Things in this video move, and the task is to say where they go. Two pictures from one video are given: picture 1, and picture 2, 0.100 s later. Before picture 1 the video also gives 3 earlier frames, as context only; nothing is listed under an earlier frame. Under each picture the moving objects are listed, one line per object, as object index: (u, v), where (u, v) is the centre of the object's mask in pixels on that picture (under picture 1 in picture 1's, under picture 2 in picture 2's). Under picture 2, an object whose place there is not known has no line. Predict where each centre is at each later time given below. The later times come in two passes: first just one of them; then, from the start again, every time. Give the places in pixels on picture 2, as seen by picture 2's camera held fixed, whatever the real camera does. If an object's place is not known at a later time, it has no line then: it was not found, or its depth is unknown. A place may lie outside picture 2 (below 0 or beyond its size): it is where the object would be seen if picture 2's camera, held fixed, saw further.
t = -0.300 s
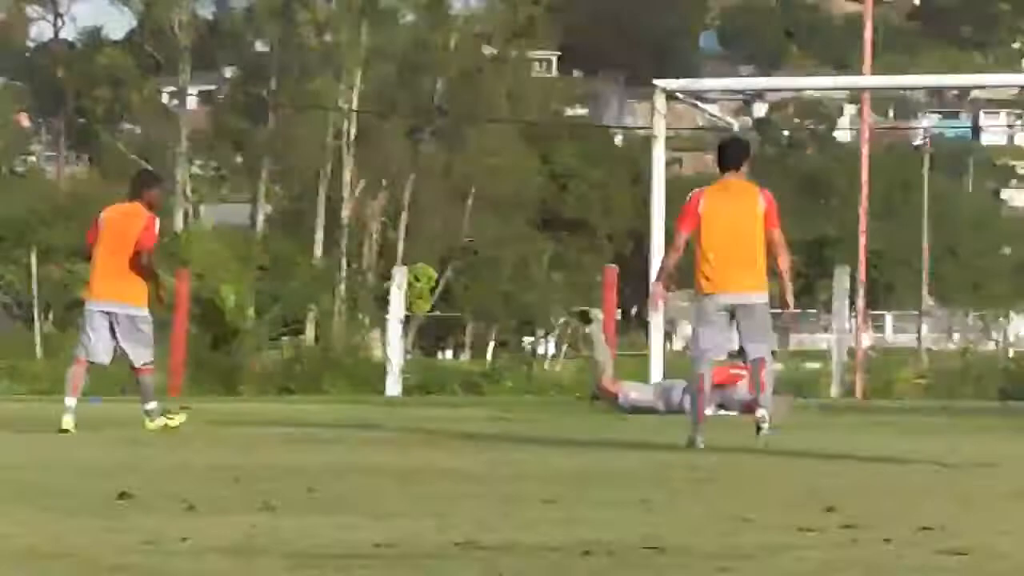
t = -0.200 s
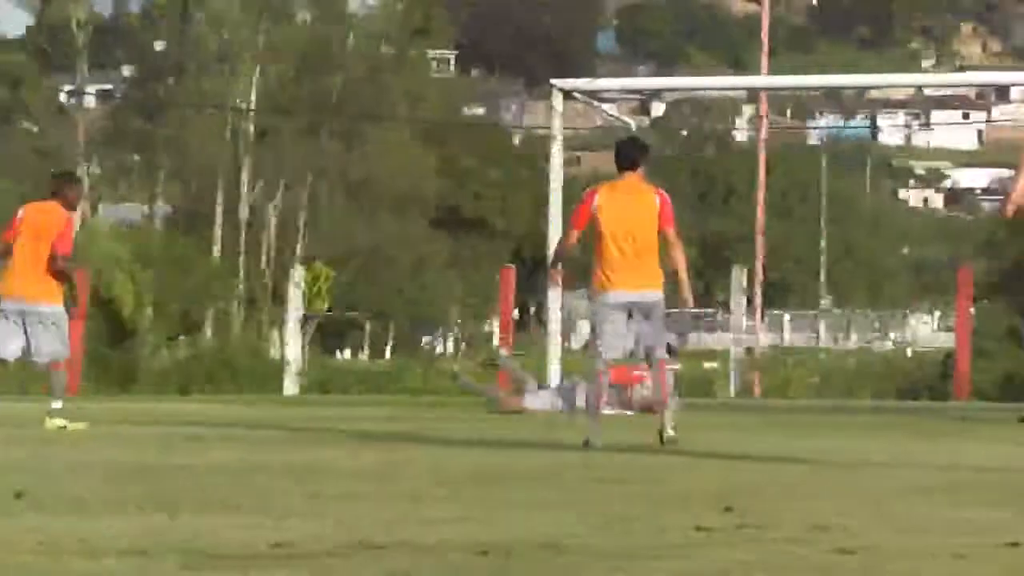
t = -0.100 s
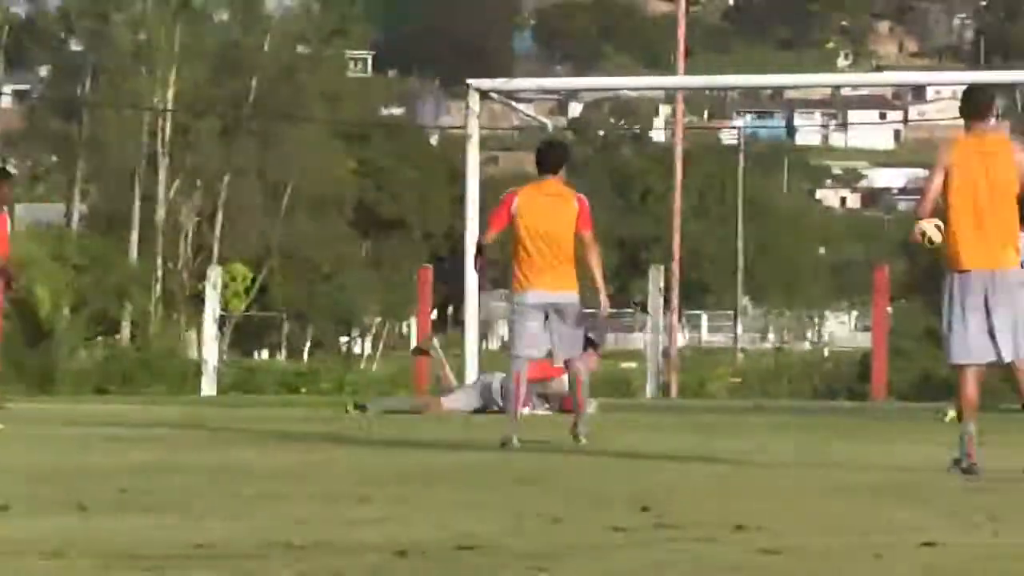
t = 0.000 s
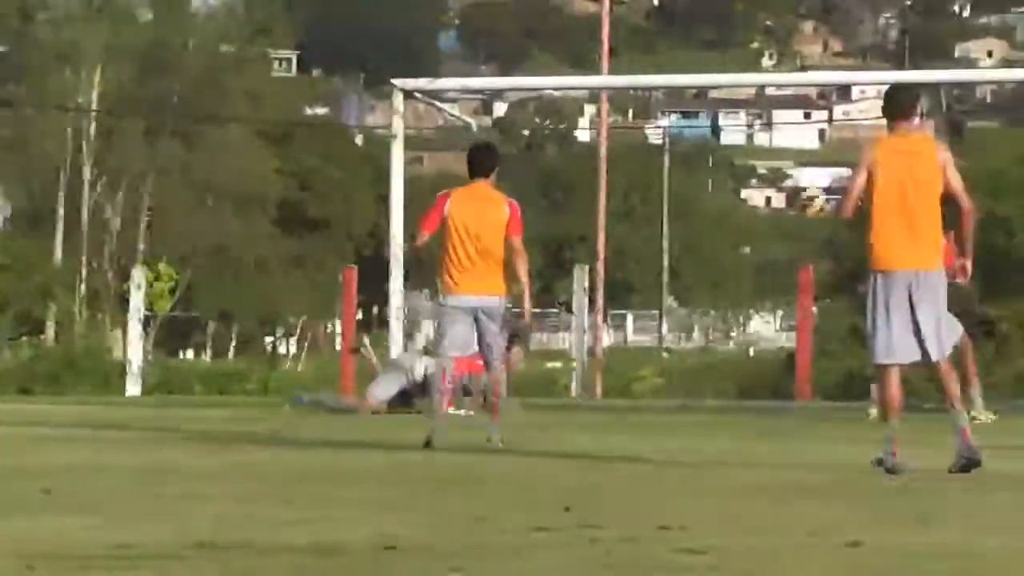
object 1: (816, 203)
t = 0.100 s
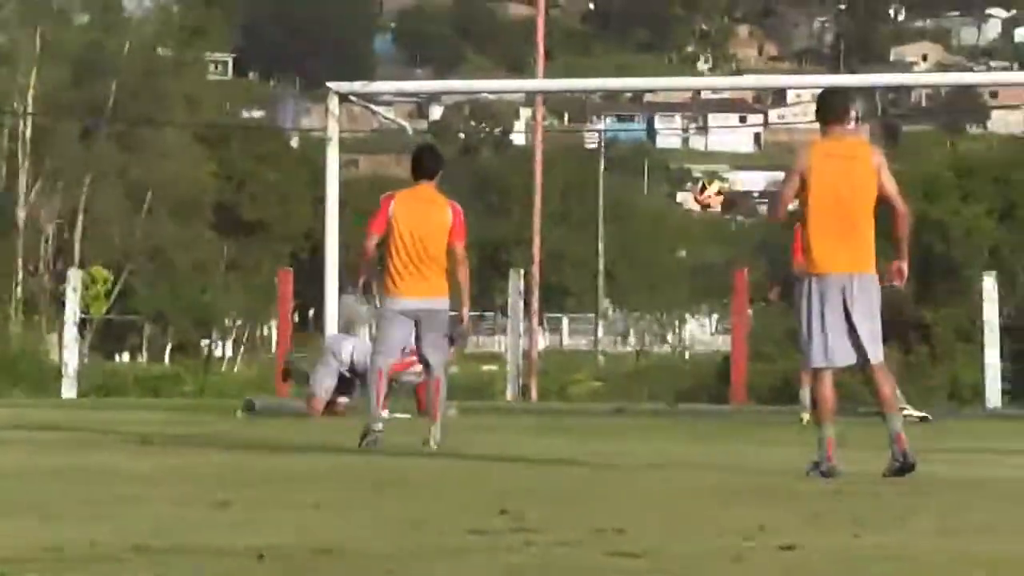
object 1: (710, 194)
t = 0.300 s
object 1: (633, 199)
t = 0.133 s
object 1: (694, 193)
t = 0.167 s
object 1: (683, 190)
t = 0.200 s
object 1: (672, 191)
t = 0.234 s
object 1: (658, 193)
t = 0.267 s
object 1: (645, 196)
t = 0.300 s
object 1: (633, 199)
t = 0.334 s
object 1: (624, 203)
